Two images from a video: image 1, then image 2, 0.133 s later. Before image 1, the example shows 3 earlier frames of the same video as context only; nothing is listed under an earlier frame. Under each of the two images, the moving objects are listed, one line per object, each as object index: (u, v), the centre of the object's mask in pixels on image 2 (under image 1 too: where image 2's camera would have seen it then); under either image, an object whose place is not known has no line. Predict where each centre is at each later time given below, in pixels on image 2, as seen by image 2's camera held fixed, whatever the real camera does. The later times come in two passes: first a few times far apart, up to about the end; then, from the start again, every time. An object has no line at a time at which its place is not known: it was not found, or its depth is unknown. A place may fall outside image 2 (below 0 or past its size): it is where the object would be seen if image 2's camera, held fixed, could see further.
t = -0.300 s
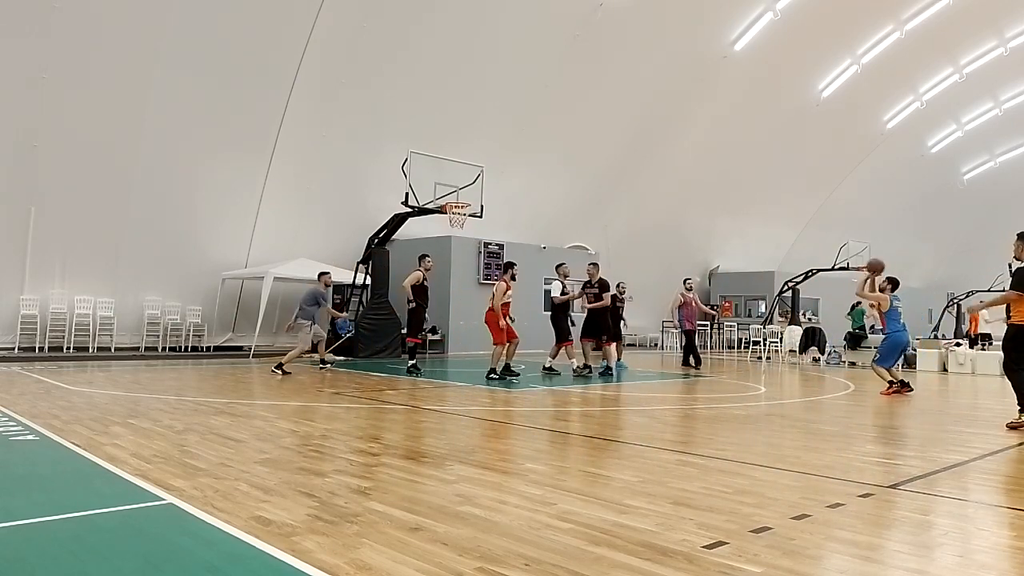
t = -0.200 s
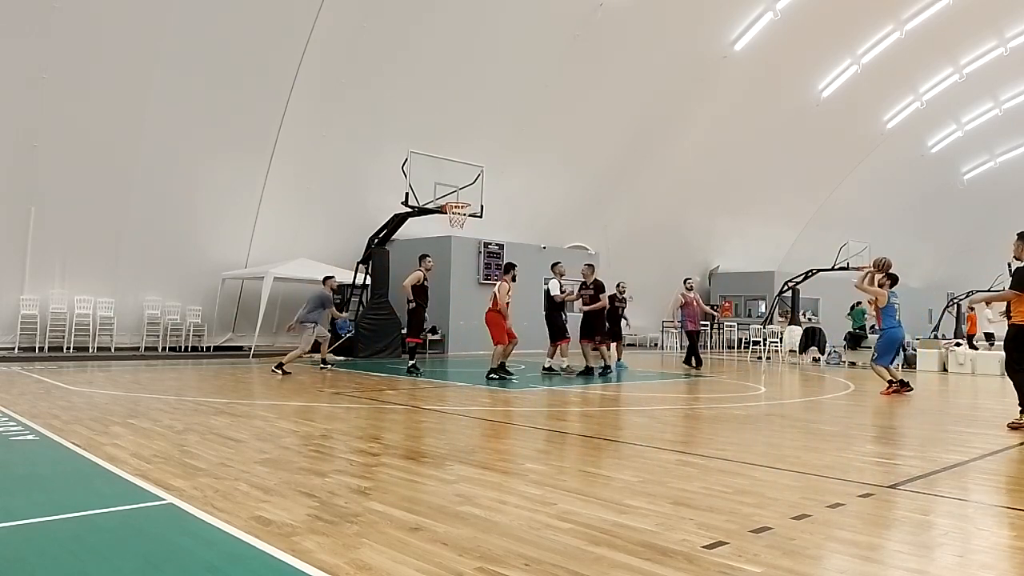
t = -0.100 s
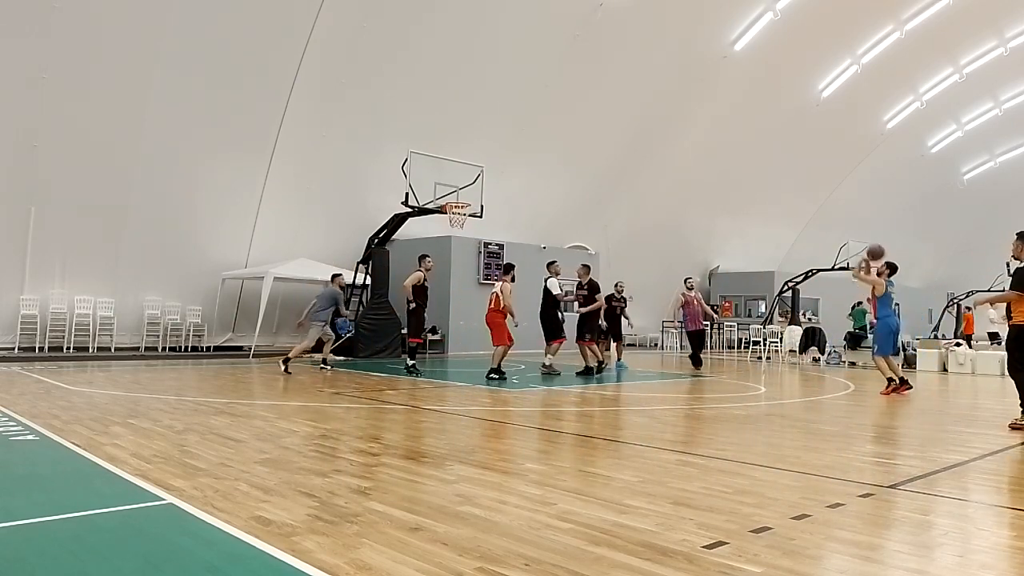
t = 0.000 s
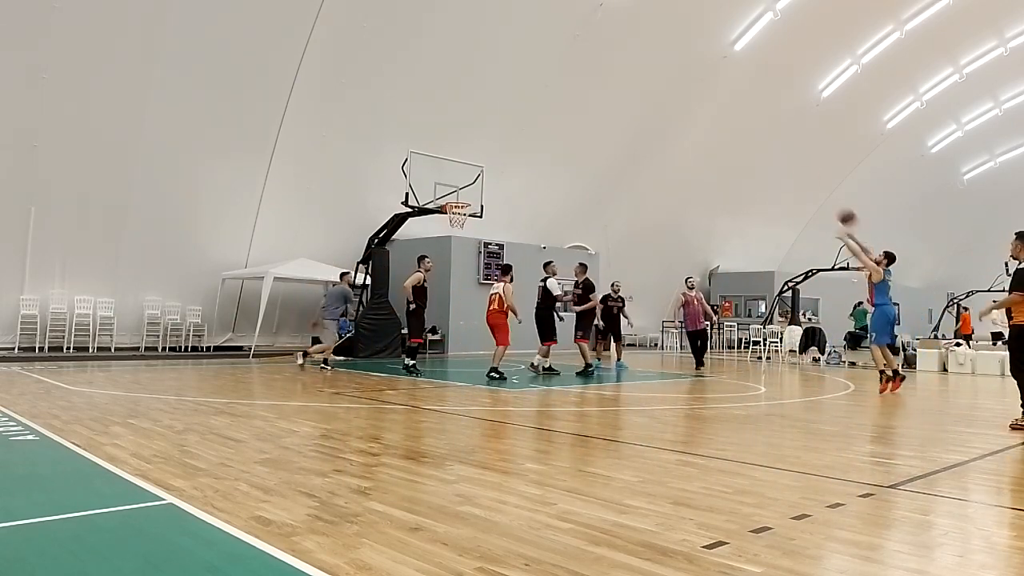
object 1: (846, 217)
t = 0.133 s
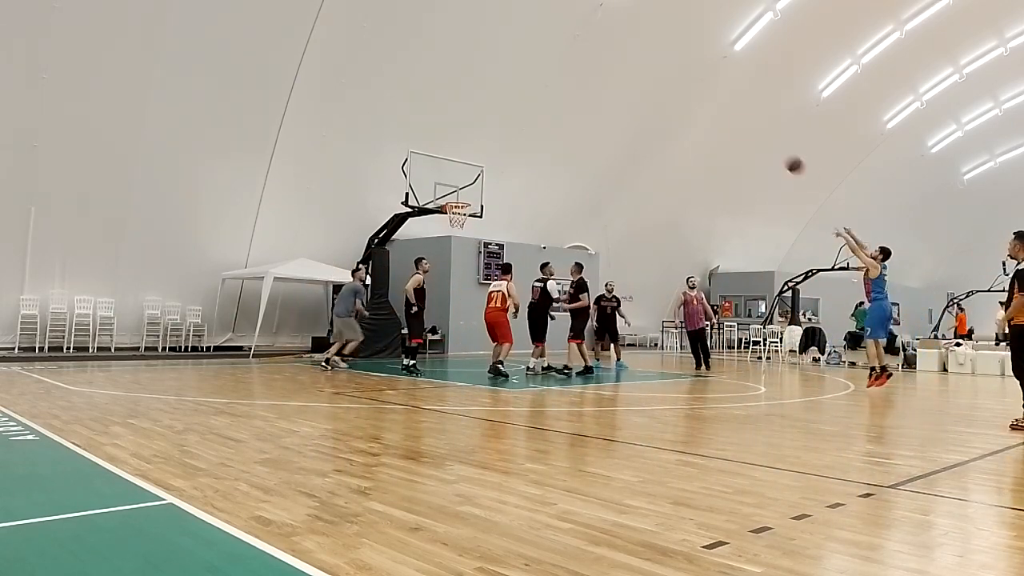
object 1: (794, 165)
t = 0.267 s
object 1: (746, 128)
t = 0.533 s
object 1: (657, 91)
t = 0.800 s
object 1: (579, 97)
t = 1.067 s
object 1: (509, 140)
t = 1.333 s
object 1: (452, 192)
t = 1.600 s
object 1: (453, 180)
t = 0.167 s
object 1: (781, 154)
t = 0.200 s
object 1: (769, 145)
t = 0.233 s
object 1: (757, 136)
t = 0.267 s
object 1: (746, 128)
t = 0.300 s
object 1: (734, 121)
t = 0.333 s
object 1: (722, 114)
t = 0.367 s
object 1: (711, 108)
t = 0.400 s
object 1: (700, 103)
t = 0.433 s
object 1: (689, 99)
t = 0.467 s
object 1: (678, 95)
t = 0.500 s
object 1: (668, 93)
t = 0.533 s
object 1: (657, 91)
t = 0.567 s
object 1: (647, 89)
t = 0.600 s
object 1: (637, 89)
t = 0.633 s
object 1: (627, 89)
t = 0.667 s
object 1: (617, 89)
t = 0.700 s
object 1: (607, 90)
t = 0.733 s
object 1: (598, 92)
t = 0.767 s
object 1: (589, 94)
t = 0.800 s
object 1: (579, 97)
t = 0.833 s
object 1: (570, 101)
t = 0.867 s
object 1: (561, 105)
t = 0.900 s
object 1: (552, 109)
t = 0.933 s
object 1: (543, 114)
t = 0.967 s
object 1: (534, 120)
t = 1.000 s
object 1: (526, 126)
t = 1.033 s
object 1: (517, 133)
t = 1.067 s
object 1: (509, 140)
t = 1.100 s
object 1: (501, 148)
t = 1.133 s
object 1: (493, 156)
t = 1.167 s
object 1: (485, 164)
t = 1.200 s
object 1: (477, 173)
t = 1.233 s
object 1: (469, 183)
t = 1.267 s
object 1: (461, 194)
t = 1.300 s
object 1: (456, 195)
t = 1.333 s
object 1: (452, 192)
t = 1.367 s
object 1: (448, 190)
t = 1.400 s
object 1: (444, 189)
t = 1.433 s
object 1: (441, 187)
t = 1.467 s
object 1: (443, 185)
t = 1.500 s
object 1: (446, 182)
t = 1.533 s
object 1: (448, 181)
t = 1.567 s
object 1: (450, 180)
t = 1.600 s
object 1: (453, 180)
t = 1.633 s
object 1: (455, 180)
